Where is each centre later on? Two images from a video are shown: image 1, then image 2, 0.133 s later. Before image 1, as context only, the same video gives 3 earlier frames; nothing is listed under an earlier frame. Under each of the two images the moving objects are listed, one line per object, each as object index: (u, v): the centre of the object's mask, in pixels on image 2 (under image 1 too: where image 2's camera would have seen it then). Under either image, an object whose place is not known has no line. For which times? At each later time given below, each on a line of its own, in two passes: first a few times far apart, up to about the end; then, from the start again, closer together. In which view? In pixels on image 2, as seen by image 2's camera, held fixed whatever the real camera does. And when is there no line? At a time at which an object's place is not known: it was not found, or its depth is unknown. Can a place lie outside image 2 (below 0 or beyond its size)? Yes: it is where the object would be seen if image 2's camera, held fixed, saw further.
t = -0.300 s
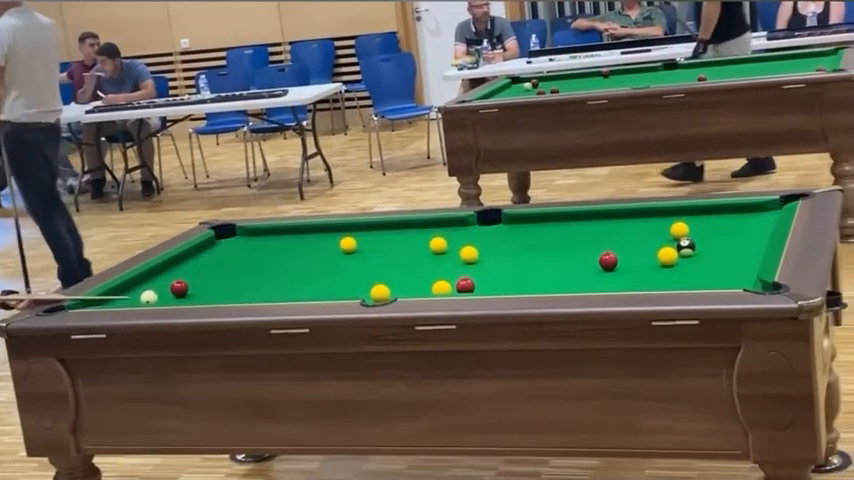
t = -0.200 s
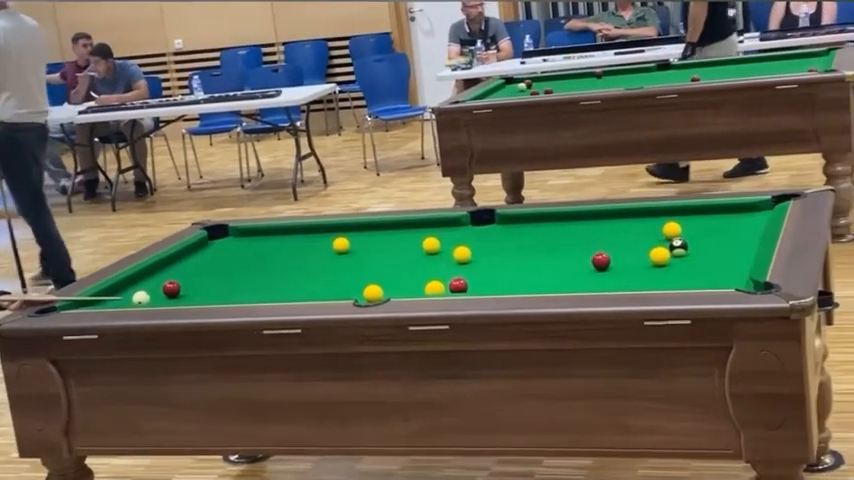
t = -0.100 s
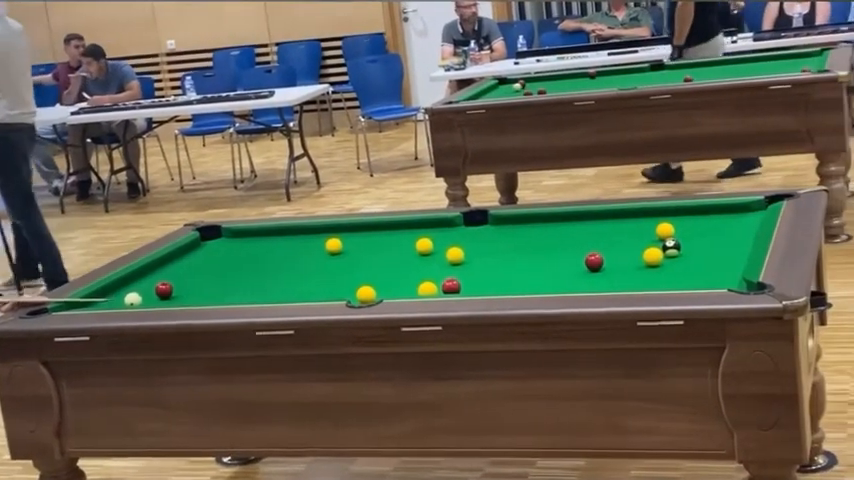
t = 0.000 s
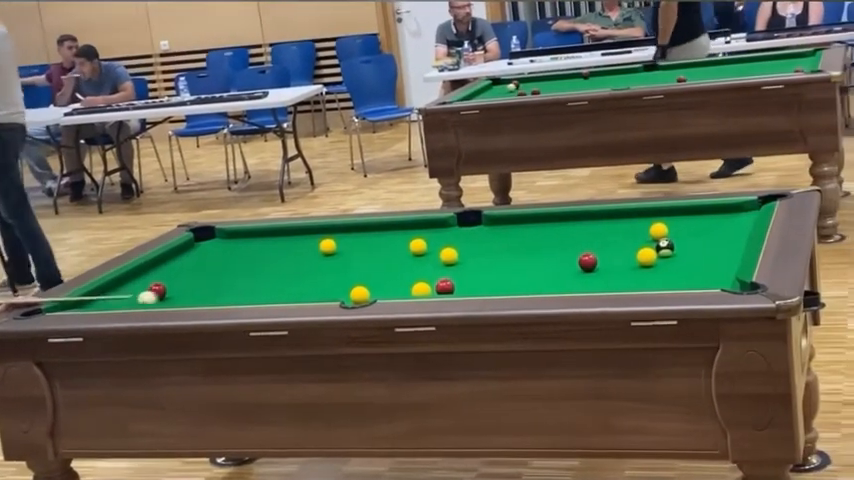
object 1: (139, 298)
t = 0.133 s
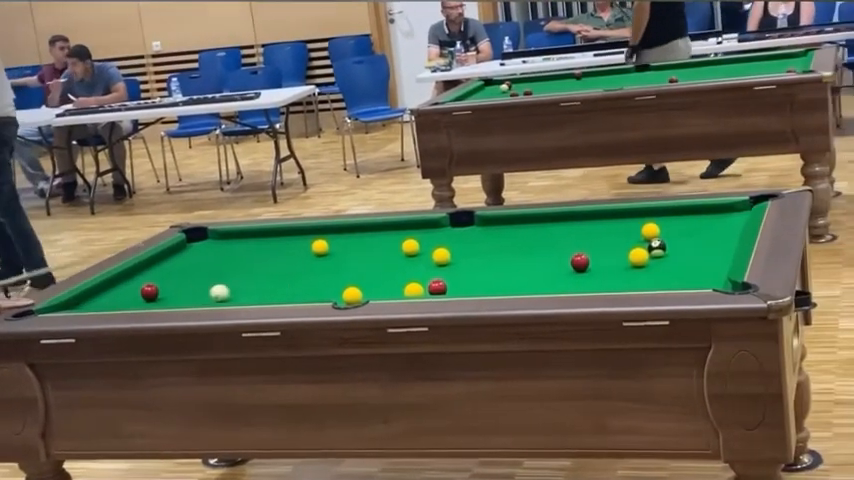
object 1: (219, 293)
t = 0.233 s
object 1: (276, 287)
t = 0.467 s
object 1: (410, 274)
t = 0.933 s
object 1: (641, 241)
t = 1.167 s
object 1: (729, 224)
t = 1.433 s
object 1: (690, 214)
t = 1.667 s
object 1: (644, 214)
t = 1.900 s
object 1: (597, 223)
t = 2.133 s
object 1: (550, 231)
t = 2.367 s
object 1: (505, 240)
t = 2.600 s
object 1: (460, 247)
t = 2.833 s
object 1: (417, 255)
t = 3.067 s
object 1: (375, 263)
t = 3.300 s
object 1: (334, 270)
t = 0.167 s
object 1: (238, 291)
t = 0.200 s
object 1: (258, 289)
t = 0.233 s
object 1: (276, 287)
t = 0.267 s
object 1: (296, 285)
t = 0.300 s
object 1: (315, 284)
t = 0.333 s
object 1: (334, 281)
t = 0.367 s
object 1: (353, 279)
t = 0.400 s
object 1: (372, 278)
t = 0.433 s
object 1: (391, 276)
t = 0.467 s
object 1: (410, 274)
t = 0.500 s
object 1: (429, 272)
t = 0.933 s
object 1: (641, 241)
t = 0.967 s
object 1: (654, 236)
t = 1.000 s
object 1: (668, 237)
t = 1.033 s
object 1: (680, 235)
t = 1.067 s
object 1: (692, 232)
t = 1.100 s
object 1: (704, 229)
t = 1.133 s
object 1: (717, 227)
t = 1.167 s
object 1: (729, 224)
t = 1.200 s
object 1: (740, 221)
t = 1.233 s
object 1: (733, 220)
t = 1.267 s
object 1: (725, 219)
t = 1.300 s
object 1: (717, 218)
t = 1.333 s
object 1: (710, 218)
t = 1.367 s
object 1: (704, 216)
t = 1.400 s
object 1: (697, 215)
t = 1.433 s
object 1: (690, 214)
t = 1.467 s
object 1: (683, 214)
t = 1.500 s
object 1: (677, 213)
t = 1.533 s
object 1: (671, 211)
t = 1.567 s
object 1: (665, 211)
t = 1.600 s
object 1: (658, 212)
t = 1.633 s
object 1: (651, 213)
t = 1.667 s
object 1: (644, 214)
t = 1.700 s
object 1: (637, 215)
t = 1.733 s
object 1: (630, 217)
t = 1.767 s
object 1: (624, 218)
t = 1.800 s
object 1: (617, 219)
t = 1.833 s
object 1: (610, 220)
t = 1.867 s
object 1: (603, 222)
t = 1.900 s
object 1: (597, 223)
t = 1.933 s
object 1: (590, 224)
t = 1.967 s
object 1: (583, 225)
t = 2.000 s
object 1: (577, 227)
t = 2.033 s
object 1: (570, 228)
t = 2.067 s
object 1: (563, 229)
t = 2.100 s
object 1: (557, 230)
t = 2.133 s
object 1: (550, 231)
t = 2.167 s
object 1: (544, 232)
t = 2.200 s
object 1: (537, 234)
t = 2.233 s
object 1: (531, 235)
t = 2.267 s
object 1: (524, 236)
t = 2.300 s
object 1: (518, 237)
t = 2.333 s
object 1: (511, 238)
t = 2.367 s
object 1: (505, 240)
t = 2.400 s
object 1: (498, 241)
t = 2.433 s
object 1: (492, 242)
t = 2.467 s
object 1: (486, 243)
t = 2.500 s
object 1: (479, 244)
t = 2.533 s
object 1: (473, 245)
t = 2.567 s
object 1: (467, 246)
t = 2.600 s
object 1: (460, 247)
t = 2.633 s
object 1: (455, 248)
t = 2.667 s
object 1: (449, 247)
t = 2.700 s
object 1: (441, 246)
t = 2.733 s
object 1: (433, 249)
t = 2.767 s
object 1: (428, 252)
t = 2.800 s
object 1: (423, 254)
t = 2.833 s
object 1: (417, 255)
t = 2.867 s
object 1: (411, 256)
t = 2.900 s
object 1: (405, 257)
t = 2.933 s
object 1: (399, 258)
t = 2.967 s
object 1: (393, 259)
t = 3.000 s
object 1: (387, 261)
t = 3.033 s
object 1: (381, 262)
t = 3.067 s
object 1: (375, 263)
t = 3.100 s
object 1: (369, 264)
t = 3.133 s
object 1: (363, 265)
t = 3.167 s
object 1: (357, 266)
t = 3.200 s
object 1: (351, 267)
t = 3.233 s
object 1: (345, 268)
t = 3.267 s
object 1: (339, 269)
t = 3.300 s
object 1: (334, 270)
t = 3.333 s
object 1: (328, 271)
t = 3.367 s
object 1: (322, 272)
